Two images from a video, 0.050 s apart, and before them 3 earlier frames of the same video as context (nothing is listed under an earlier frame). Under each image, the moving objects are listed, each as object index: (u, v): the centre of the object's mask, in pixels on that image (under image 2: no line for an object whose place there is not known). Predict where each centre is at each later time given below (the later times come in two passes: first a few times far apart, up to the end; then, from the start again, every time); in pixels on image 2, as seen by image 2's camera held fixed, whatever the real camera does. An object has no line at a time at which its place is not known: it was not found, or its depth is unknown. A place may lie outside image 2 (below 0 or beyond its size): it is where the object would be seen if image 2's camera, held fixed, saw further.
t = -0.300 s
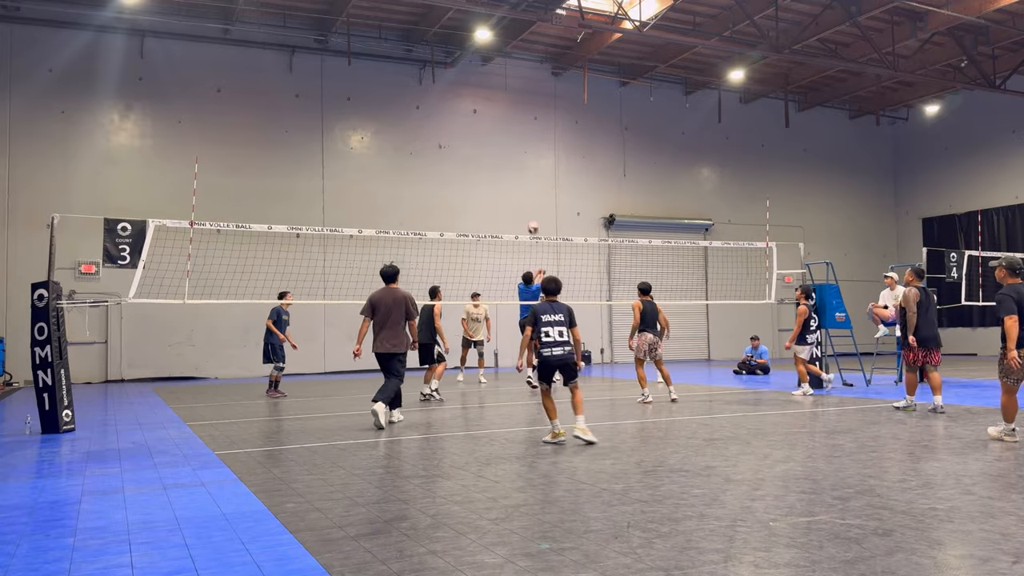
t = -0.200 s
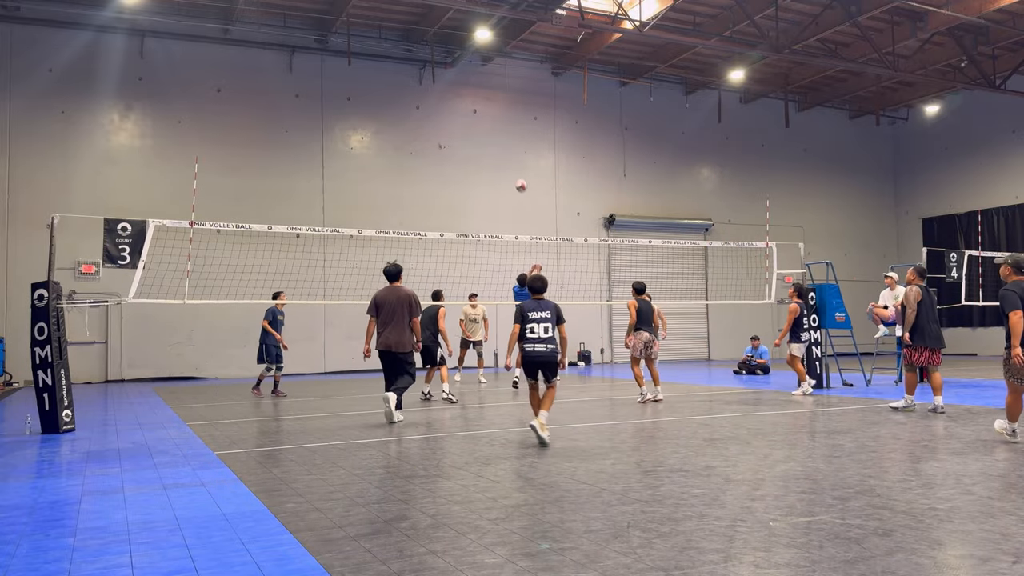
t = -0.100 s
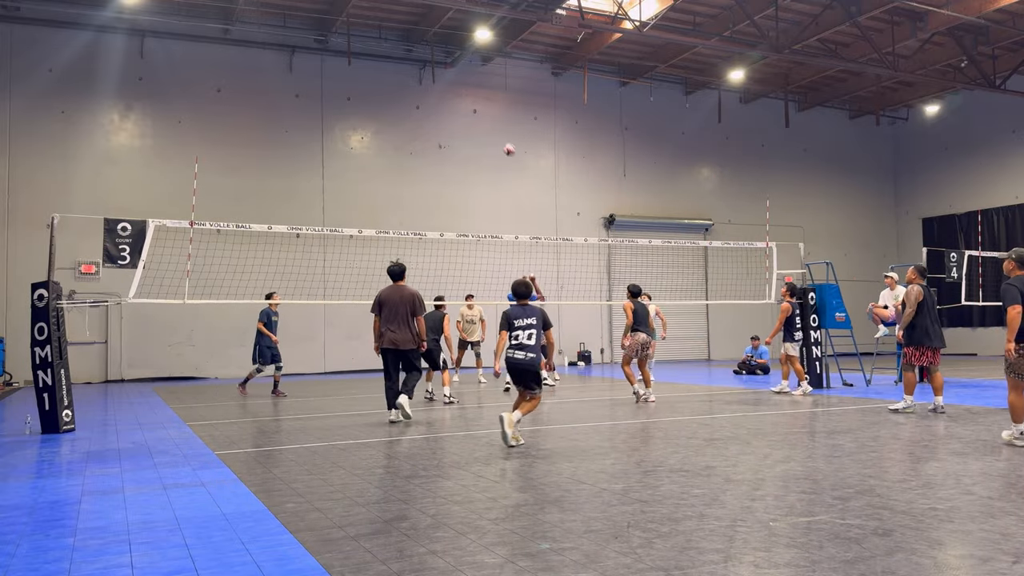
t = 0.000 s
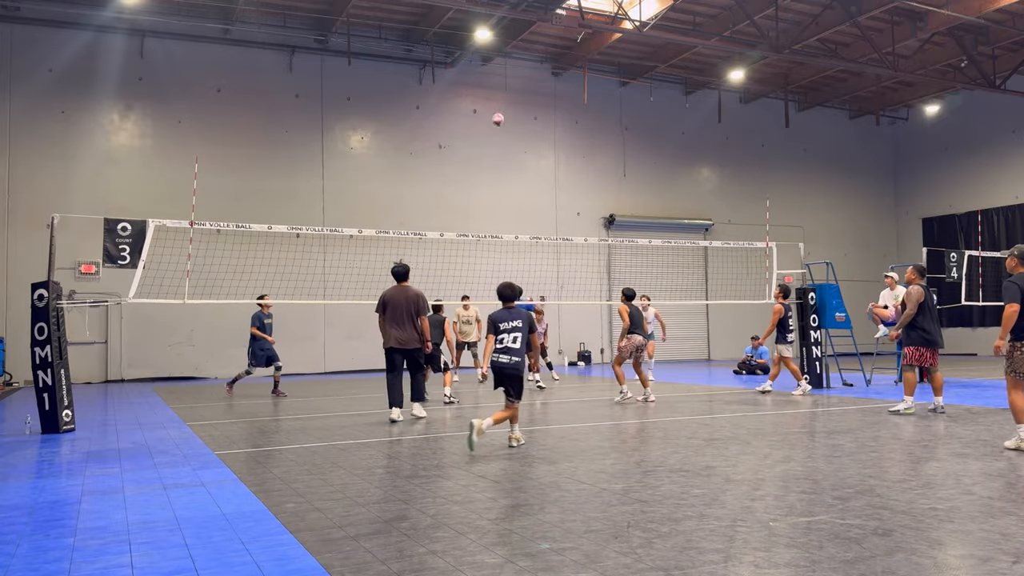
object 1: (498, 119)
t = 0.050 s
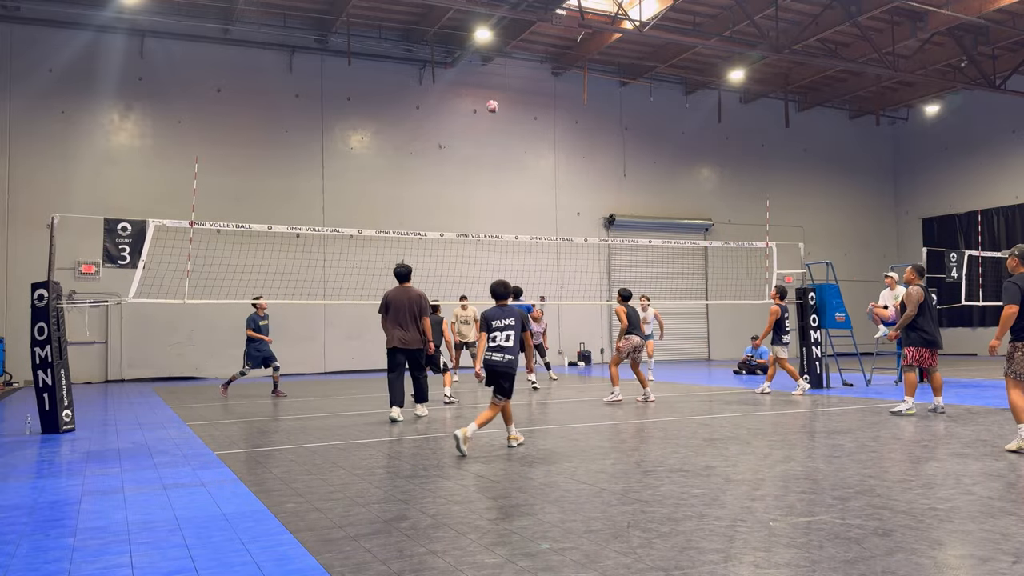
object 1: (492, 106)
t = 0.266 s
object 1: (468, 67)
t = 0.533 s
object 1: (437, 55)
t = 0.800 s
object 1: (408, 83)
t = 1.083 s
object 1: (379, 157)
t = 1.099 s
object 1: (377, 163)
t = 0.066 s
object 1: (490, 103)
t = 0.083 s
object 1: (488, 99)
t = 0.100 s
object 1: (486, 95)
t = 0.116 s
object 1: (485, 91)
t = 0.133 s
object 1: (482, 88)
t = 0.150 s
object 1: (481, 85)
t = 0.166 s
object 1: (479, 82)
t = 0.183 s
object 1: (477, 79)
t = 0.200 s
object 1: (475, 76)
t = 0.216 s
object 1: (473, 74)
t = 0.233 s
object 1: (471, 71)
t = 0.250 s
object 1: (469, 69)
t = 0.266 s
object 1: (468, 67)
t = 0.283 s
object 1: (466, 65)
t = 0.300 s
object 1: (464, 63)
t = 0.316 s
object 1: (462, 62)
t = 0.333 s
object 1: (460, 60)
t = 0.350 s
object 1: (458, 59)
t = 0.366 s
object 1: (456, 58)
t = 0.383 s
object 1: (454, 57)
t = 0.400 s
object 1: (452, 56)
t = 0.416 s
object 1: (450, 56)
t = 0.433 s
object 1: (449, 55)
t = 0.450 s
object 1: (447, 55)
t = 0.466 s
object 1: (445, 55)
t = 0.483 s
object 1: (443, 55)
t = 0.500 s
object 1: (441, 55)
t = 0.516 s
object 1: (439, 55)
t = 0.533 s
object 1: (437, 55)
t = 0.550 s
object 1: (435, 56)
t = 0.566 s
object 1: (434, 57)
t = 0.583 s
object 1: (432, 57)
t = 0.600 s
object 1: (430, 59)
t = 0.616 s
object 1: (428, 60)
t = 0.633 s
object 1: (426, 61)
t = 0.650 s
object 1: (424, 63)
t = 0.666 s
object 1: (422, 64)
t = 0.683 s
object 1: (420, 66)
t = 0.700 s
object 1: (419, 68)
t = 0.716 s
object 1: (417, 71)
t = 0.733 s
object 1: (415, 73)
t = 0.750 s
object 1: (414, 75)
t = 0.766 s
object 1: (412, 78)
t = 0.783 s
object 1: (410, 80)
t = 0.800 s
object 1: (408, 83)
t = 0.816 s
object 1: (406, 87)
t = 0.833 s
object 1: (404, 90)
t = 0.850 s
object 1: (403, 93)
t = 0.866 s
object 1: (401, 97)
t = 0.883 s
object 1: (400, 100)
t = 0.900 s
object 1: (398, 104)
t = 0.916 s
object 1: (396, 108)
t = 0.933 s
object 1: (394, 113)
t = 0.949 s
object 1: (393, 117)
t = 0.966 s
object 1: (391, 121)
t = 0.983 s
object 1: (389, 126)
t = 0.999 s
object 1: (387, 131)
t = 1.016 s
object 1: (385, 136)
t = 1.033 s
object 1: (384, 141)
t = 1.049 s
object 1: (382, 146)
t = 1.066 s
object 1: (380, 152)
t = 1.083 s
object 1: (379, 157)
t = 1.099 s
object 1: (377, 163)
